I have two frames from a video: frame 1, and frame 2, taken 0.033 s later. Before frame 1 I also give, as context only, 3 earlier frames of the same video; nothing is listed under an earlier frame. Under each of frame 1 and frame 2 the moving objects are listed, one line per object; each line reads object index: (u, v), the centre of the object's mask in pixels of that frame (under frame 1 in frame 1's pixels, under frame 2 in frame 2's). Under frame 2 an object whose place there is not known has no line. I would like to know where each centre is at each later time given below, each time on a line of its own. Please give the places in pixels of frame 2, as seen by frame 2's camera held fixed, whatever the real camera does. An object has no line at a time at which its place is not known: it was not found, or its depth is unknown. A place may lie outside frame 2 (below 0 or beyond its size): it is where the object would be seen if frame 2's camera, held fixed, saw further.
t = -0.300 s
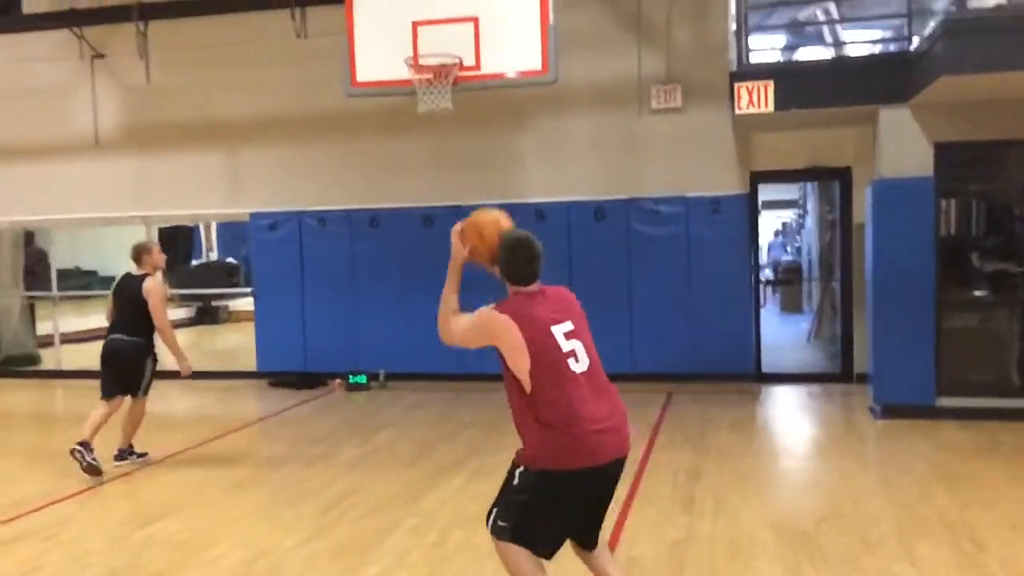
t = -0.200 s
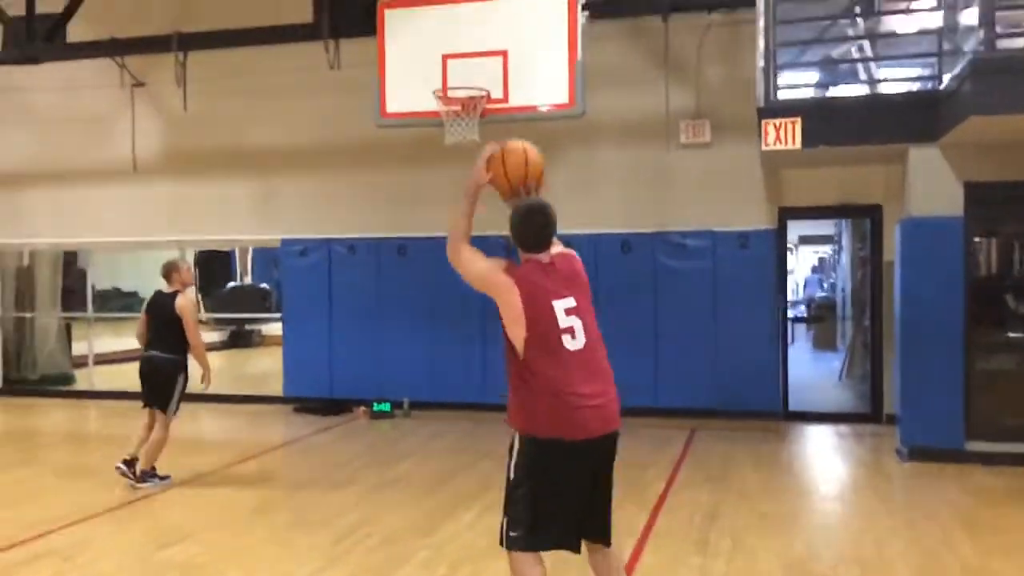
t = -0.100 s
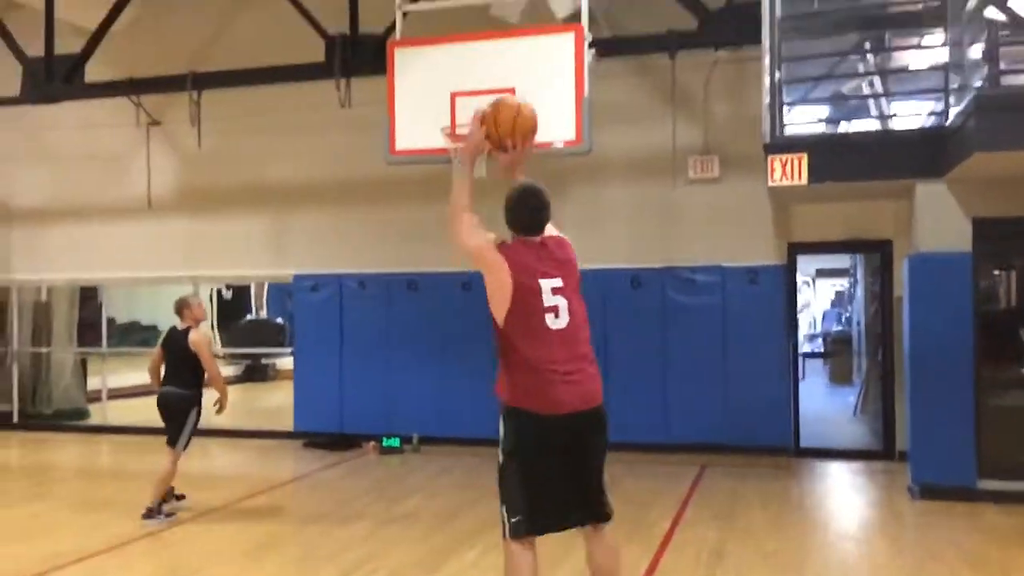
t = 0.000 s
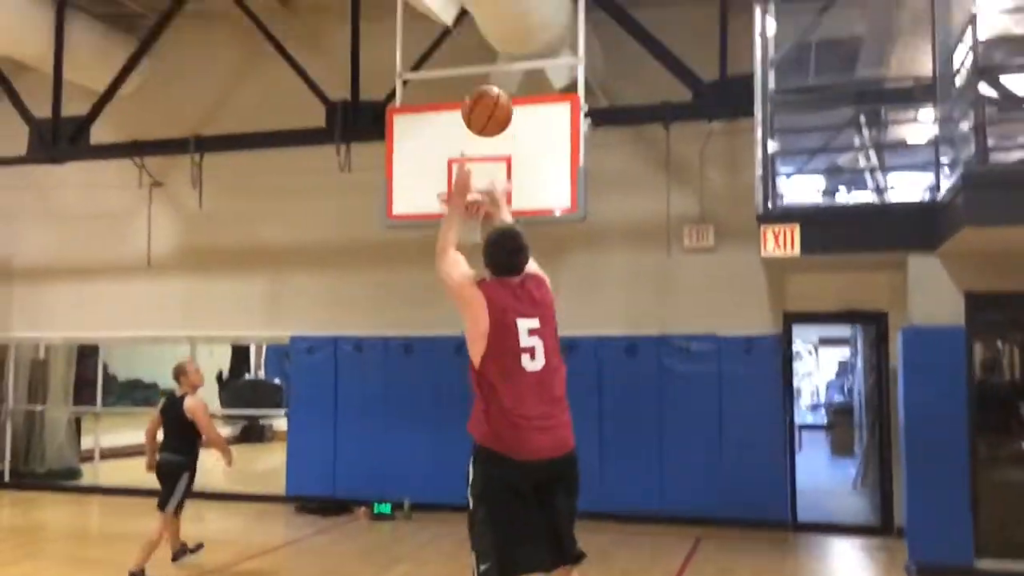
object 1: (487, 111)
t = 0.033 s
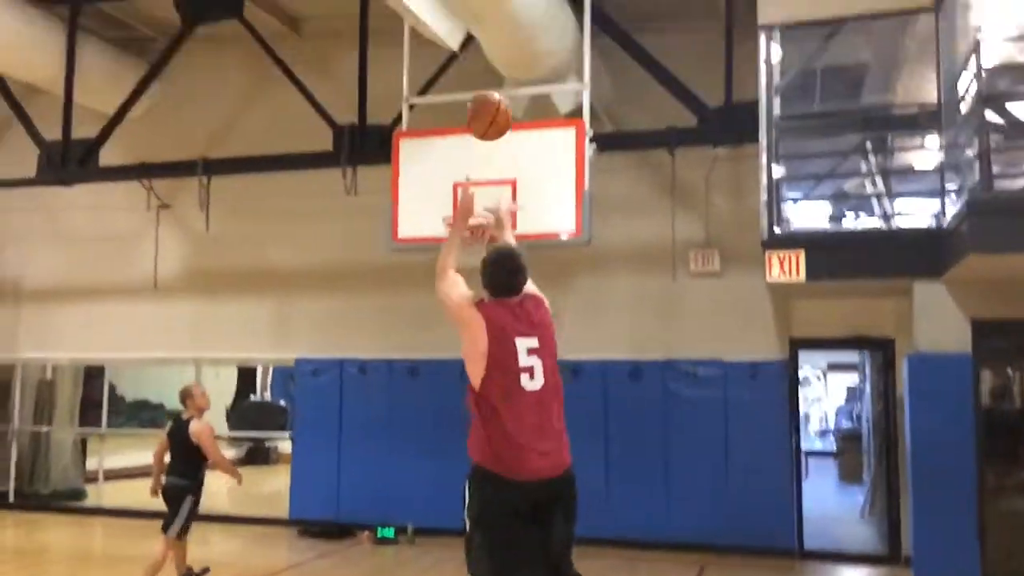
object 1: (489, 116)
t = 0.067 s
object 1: (486, 99)
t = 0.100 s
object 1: (482, 89)
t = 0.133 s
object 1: (480, 76)
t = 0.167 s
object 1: (476, 67)
